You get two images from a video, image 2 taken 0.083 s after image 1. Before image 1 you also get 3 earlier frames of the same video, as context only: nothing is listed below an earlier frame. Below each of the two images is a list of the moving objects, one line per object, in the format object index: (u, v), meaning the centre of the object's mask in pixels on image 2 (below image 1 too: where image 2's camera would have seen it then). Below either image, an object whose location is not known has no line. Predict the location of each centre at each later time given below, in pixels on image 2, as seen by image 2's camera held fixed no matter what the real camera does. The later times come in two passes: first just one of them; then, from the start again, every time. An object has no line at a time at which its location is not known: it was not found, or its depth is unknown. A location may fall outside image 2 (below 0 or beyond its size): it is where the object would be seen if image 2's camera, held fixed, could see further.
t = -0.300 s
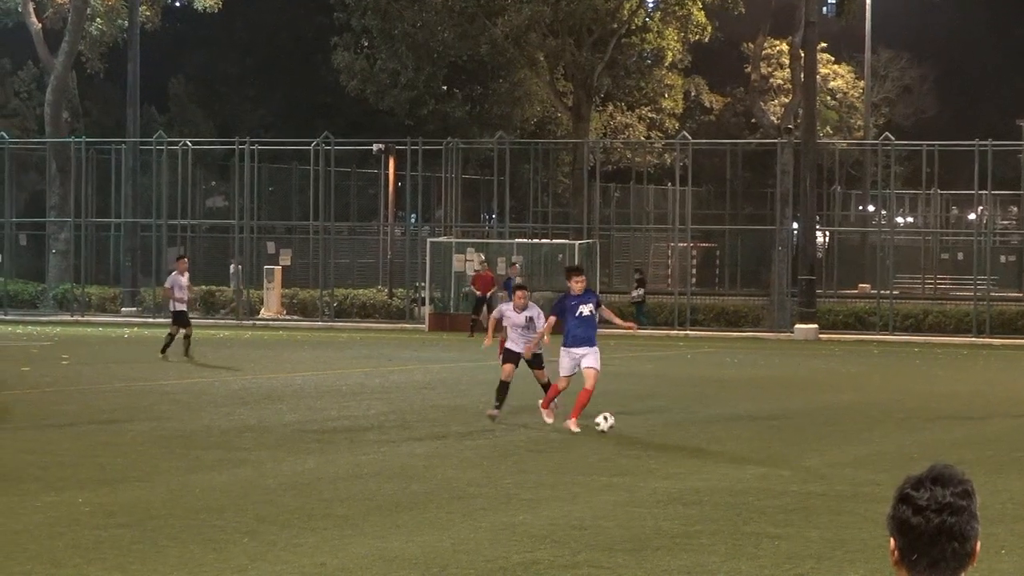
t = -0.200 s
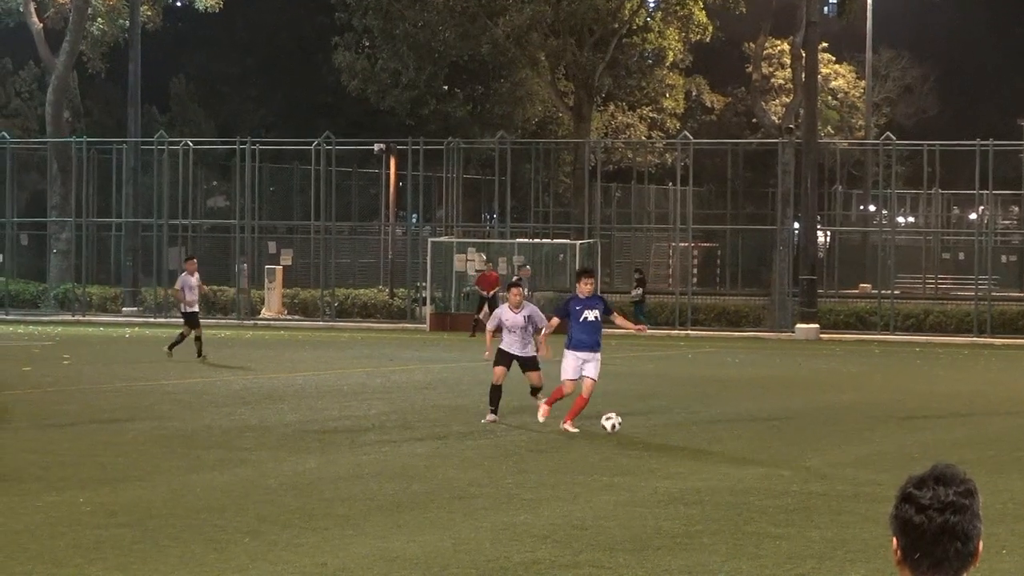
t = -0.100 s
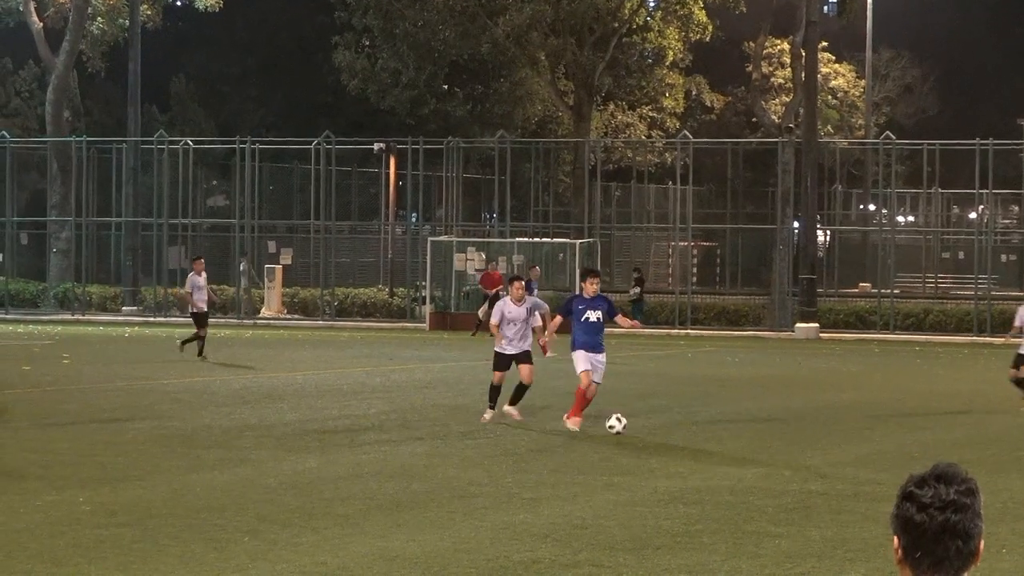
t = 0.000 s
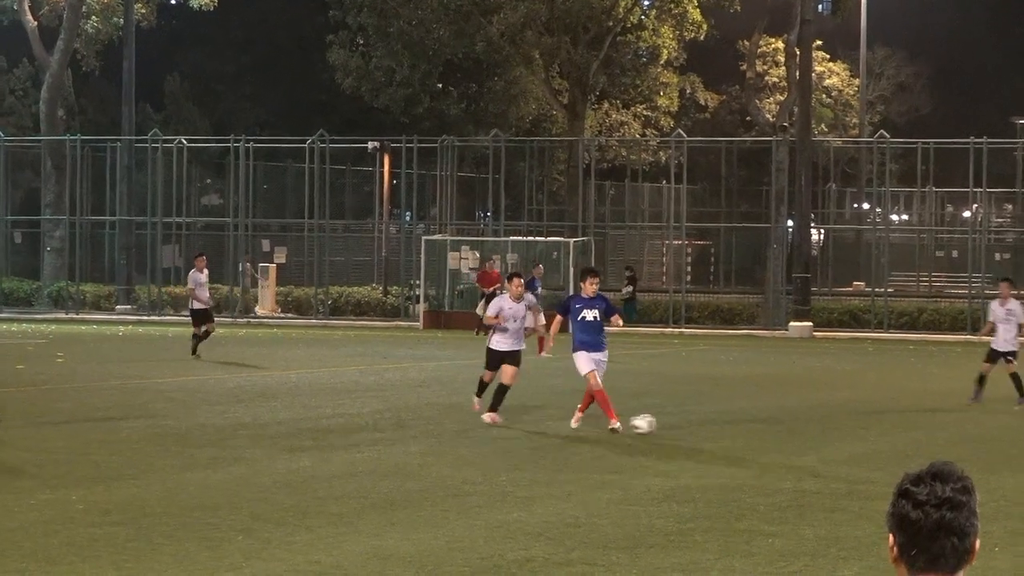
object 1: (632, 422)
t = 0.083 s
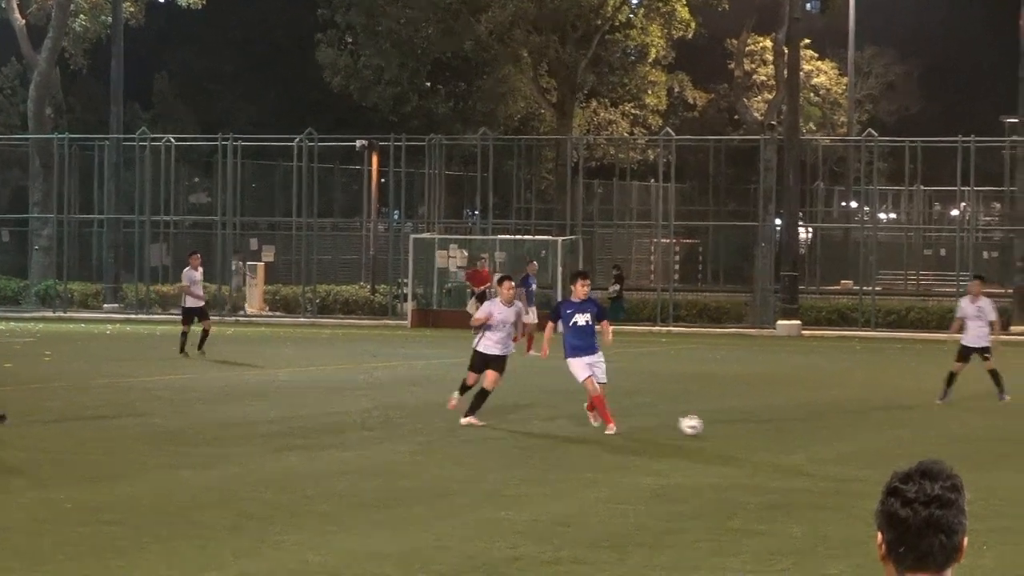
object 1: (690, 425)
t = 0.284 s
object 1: (829, 435)
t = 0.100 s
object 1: (703, 426)
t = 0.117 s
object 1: (714, 427)
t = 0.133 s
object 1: (726, 428)
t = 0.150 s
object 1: (737, 429)
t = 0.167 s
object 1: (749, 429)
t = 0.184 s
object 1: (760, 429)
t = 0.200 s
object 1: (772, 430)
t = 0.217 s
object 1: (784, 431)
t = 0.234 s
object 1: (795, 433)
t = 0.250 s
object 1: (806, 434)
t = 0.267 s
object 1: (818, 435)
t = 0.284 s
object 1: (829, 435)
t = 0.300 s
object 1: (840, 435)
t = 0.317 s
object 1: (851, 436)
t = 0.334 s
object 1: (863, 437)
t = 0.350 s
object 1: (875, 437)
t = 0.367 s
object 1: (886, 438)
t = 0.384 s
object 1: (898, 440)
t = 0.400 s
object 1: (909, 441)
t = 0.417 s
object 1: (922, 441)
